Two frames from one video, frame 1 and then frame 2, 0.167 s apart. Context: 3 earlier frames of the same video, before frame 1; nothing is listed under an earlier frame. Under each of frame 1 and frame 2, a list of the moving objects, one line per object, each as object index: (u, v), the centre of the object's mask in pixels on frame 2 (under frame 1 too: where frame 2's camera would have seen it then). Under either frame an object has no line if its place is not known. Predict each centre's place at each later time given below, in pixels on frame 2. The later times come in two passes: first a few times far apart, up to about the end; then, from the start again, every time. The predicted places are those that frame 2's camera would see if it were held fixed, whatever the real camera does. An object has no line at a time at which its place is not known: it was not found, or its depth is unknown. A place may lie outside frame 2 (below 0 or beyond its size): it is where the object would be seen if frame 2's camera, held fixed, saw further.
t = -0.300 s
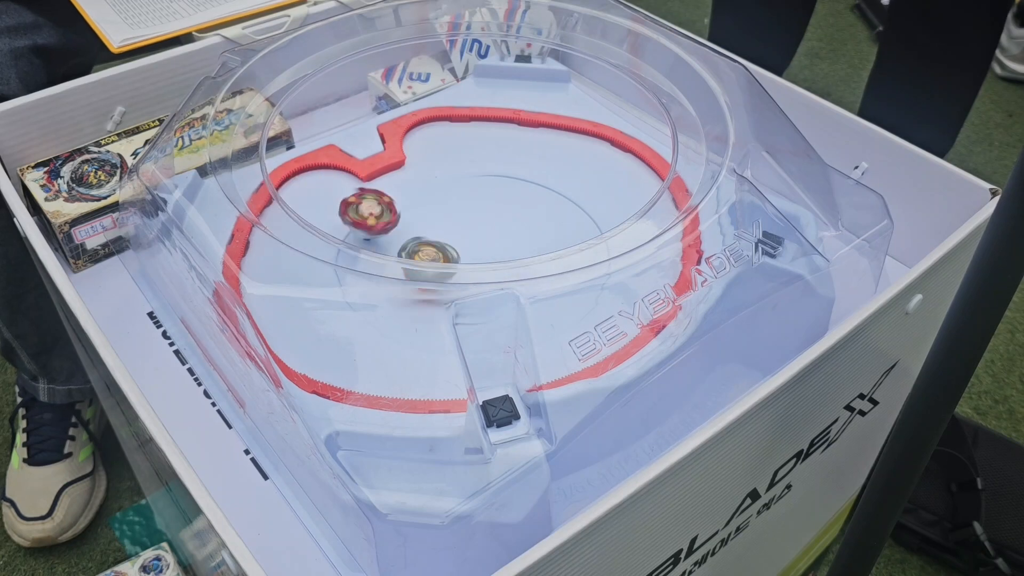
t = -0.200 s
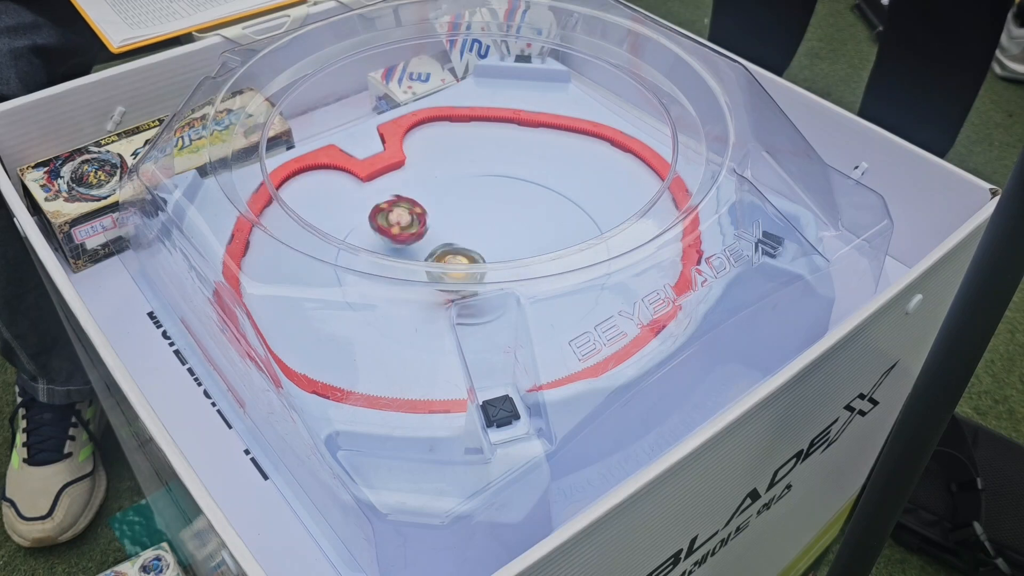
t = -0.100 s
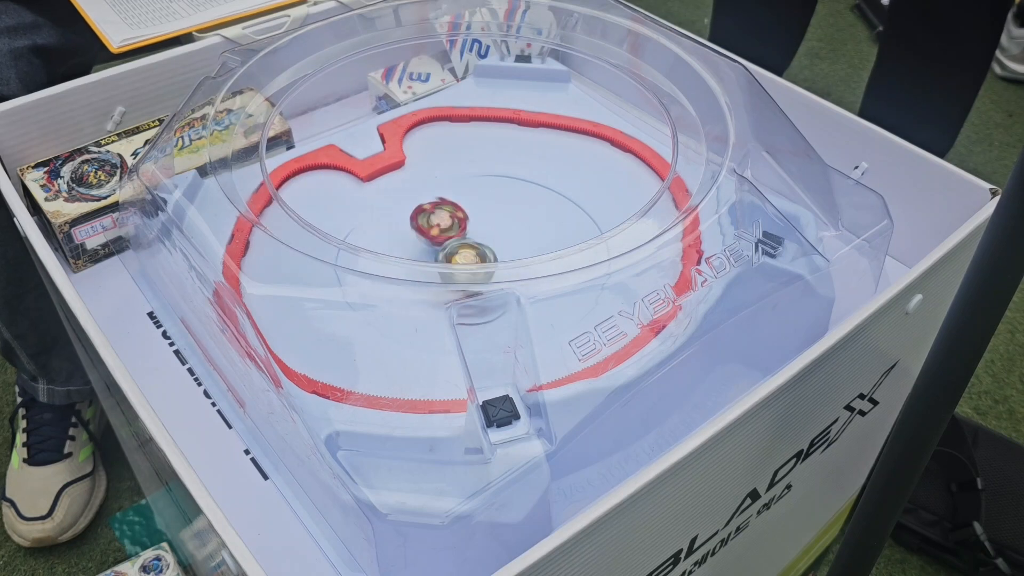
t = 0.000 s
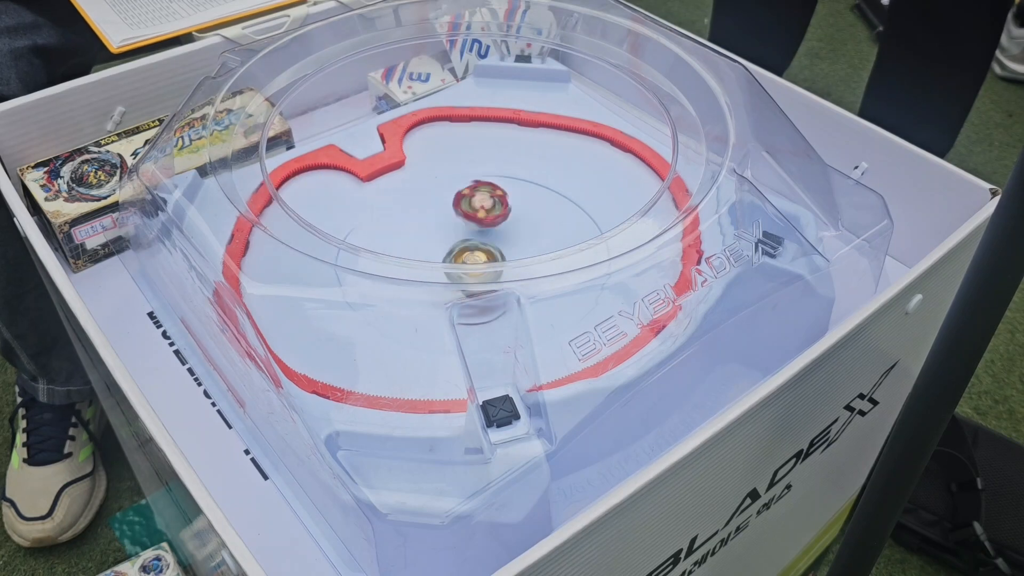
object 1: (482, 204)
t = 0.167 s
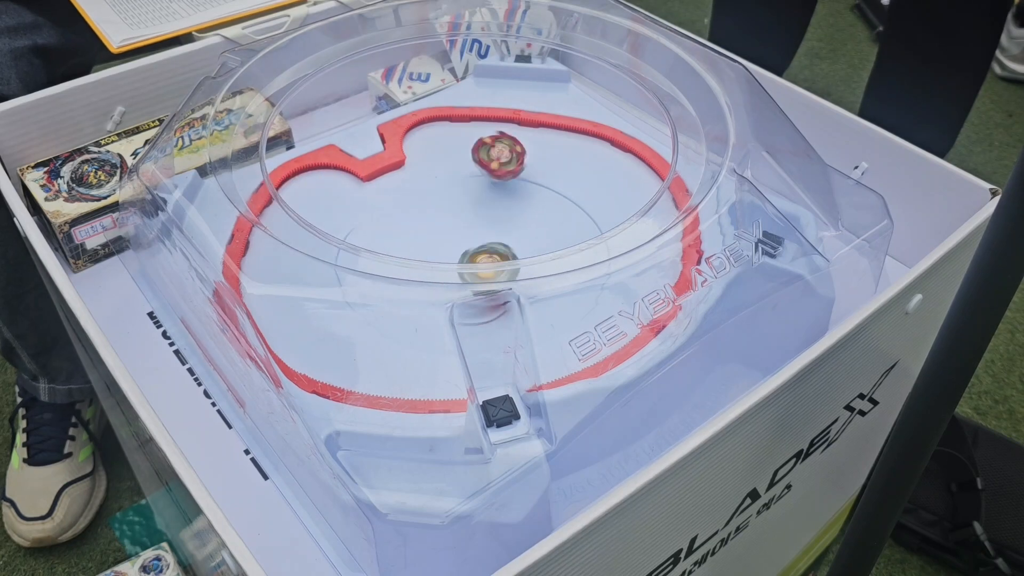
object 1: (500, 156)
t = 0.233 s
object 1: (491, 164)
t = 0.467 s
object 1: (484, 201)
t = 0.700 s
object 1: (512, 200)
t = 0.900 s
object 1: (506, 216)
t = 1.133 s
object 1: (507, 249)
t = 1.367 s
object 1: (550, 191)
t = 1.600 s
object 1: (449, 195)
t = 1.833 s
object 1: (413, 269)
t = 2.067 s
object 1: (498, 309)
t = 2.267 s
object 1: (536, 242)
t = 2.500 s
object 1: (461, 191)
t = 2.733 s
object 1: (505, 133)
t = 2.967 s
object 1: (570, 113)
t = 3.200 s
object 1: (589, 157)
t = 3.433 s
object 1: (600, 214)
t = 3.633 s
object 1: (539, 254)
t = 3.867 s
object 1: (453, 307)
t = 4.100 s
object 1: (456, 321)
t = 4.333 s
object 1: (436, 262)
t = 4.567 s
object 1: (441, 214)
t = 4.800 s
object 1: (482, 174)
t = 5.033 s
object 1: (526, 168)
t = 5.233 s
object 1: (533, 205)
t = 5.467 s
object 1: (518, 250)
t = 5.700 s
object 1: (472, 305)
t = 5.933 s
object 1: (422, 302)
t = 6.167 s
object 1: (408, 246)
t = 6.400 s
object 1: (412, 203)
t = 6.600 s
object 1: (429, 182)
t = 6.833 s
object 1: (481, 203)
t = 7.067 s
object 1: (538, 228)
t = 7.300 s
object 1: (550, 238)
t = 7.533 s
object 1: (486, 252)
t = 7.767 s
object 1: (418, 261)
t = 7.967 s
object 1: (397, 268)
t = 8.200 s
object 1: (439, 238)
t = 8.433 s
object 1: (478, 201)
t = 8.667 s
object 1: (488, 189)
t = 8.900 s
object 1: (494, 233)
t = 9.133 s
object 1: (495, 257)
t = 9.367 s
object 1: (475, 305)
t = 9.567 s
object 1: (437, 287)
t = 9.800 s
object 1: (411, 250)
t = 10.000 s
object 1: (423, 231)
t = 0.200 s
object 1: (495, 160)
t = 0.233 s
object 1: (491, 164)
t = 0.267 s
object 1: (487, 168)
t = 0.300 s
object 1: (484, 172)
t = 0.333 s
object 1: (481, 176)
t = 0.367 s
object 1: (480, 182)
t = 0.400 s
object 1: (480, 188)
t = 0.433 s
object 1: (481, 195)
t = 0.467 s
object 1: (484, 201)
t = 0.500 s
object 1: (487, 208)
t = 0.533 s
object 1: (493, 209)
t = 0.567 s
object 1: (498, 205)
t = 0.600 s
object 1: (503, 202)
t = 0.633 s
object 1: (507, 202)
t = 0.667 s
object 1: (510, 200)
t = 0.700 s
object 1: (512, 200)
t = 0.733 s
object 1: (513, 200)
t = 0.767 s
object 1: (513, 201)
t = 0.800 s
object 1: (511, 204)
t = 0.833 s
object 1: (510, 207)
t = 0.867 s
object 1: (508, 211)
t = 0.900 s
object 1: (506, 216)
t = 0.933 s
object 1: (505, 222)
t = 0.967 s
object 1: (504, 227)
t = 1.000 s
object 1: (503, 233)
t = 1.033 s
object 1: (503, 240)
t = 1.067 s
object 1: (504, 244)
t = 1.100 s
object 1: (506, 247)
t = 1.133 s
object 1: (507, 249)
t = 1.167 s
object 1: (508, 251)
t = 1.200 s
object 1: (529, 243)
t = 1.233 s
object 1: (544, 234)
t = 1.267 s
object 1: (554, 224)
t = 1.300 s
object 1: (557, 212)
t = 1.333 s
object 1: (556, 201)
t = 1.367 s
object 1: (550, 191)
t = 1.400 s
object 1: (540, 183)
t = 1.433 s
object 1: (527, 178)
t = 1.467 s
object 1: (511, 177)
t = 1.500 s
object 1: (495, 177)
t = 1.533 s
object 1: (478, 182)
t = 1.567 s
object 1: (463, 188)
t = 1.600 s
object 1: (449, 195)
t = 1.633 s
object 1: (437, 205)
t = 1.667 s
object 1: (427, 217)
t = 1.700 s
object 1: (419, 227)
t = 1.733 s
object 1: (414, 238)
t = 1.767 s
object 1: (413, 245)
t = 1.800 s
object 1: (411, 259)
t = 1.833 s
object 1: (413, 269)
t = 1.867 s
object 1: (415, 287)
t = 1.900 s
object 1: (425, 291)
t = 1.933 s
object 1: (436, 303)
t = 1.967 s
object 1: (450, 308)
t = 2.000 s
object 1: (466, 309)
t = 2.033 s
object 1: (483, 309)
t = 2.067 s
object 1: (498, 309)
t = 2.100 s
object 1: (517, 303)
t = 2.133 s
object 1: (529, 294)
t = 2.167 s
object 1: (536, 284)
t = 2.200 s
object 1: (544, 277)
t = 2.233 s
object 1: (542, 256)
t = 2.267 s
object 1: (536, 242)
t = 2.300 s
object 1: (531, 236)
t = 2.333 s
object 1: (523, 227)
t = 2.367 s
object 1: (512, 218)
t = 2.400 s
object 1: (501, 209)
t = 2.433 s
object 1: (488, 203)
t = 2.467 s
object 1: (475, 196)
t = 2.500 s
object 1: (461, 191)
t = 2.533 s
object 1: (450, 186)
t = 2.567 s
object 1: (463, 171)
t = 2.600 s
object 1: (475, 158)
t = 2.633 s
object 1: (484, 150)
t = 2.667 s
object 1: (492, 144)
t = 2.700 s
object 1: (498, 139)
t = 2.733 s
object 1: (505, 133)
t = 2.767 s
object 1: (513, 128)
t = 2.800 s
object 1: (521, 123)
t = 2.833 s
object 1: (529, 120)
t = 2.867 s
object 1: (539, 118)
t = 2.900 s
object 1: (550, 115)
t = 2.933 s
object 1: (561, 114)
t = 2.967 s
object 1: (570, 113)
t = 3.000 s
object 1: (571, 121)
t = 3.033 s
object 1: (573, 128)
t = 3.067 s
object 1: (575, 134)
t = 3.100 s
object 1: (577, 139)
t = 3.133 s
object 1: (580, 144)
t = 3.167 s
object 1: (584, 150)
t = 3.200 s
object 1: (589, 157)
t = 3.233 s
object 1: (594, 163)
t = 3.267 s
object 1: (598, 171)
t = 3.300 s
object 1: (601, 179)
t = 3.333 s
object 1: (603, 188)
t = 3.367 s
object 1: (605, 197)
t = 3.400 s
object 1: (604, 206)
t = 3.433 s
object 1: (600, 214)
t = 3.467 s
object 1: (592, 223)
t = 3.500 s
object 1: (581, 230)
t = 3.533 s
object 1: (570, 237)
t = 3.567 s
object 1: (559, 244)
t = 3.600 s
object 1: (548, 250)
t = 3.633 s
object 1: (539, 254)
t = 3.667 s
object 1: (510, 298)
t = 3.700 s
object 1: (501, 299)
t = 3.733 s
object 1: (496, 293)
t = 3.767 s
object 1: (483, 301)
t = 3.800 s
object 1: (472, 305)
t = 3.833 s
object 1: (459, 305)
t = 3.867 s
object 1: (453, 307)
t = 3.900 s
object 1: (457, 318)
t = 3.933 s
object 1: (463, 321)
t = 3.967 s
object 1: (467, 324)
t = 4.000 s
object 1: (469, 325)
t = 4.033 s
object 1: (466, 323)
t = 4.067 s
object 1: (460, 322)
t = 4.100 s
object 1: (456, 321)
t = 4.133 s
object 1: (455, 317)
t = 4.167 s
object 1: (454, 312)
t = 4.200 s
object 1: (453, 308)
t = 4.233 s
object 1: (447, 299)
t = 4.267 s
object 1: (441, 289)
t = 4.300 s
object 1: (442, 286)
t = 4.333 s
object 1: (436, 262)
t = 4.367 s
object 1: (434, 257)
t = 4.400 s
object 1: (433, 247)
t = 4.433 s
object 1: (434, 242)
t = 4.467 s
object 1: (434, 237)
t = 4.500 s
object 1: (436, 229)
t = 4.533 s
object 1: (438, 221)
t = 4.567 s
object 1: (441, 214)
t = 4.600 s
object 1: (445, 206)
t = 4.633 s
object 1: (450, 200)
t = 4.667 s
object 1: (455, 193)
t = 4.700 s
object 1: (461, 188)
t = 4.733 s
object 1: (468, 183)
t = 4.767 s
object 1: (475, 178)
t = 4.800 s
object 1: (482, 174)
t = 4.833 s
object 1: (489, 171)
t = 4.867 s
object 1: (496, 168)
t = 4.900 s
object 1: (503, 166)
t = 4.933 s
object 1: (510, 165)
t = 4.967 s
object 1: (517, 165)
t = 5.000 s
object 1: (522, 166)
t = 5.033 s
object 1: (526, 168)
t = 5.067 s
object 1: (530, 172)
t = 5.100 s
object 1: (532, 176)
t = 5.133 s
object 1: (532, 182)
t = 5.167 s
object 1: (532, 189)
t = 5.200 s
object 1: (533, 197)
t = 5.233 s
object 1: (533, 205)
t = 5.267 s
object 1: (533, 214)
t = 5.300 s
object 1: (532, 222)
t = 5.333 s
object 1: (531, 230)
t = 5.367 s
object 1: (529, 238)
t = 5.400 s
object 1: (526, 242)
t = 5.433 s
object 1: (522, 247)
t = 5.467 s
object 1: (518, 250)
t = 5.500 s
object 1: (513, 254)
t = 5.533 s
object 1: (510, 257)
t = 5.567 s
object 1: (498, 260)
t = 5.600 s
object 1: (494, 291)
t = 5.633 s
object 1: (485, 298)
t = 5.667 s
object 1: (478, 300)
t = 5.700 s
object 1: (472, 305)
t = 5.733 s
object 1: (462, 305)
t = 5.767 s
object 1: (454, 305)
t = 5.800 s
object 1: (445, 307)
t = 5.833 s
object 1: (437, 306)
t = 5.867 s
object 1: (431, 305)
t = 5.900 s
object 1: (428, 304)
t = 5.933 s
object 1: (422, 302)
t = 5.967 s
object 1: (420, 292)
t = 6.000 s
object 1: (416, 288)
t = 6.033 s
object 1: (414, 285)
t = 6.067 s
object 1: (411, 278)
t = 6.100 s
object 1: (411, 260)
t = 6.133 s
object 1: (408, 257)
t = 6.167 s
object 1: (408, 246)
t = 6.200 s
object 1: (406, 241)
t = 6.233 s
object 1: (406, 237)
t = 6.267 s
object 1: (406, 230)
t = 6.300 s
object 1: (406, 224)
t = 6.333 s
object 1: (408, 216)
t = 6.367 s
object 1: (410, 210)
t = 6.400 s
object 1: (412, 203)
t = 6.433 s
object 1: (414, 197)
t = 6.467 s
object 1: (417, 191)
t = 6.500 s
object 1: (420, 187)
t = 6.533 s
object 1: (423, 183)
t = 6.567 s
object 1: (426, 182)
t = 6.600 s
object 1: (429, 182)
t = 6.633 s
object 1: (434, 183)
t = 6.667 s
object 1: (439, 185)
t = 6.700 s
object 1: (446, 188)
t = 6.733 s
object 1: (454, 192)
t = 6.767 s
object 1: (463, 196)
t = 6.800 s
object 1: (472, 199)
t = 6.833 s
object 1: (481, 203)
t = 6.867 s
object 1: (490, 207)
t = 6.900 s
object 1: (499, 210)
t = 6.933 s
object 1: (507, 214)
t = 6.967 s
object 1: (516, 218)
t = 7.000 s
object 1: (523, 221)
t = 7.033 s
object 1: (531, 225)
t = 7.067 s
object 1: (538, 228)
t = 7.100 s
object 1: (545, 230)
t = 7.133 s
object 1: (550, 233)
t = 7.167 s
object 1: (554, 233)
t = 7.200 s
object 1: (556, 234)
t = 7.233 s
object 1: (556, 234)
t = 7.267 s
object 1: (554, 236)
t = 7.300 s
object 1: (550, 238)
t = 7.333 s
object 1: (544, 240)
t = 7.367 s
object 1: (537, 242)
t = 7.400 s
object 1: (527, 244)
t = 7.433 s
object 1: (517, 247)
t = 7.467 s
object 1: (507, 249)
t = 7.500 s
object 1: (497, 251)
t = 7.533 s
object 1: (486, 252)
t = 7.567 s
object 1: (477, 254)
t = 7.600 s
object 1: (466, 254)
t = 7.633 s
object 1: (456, 256)
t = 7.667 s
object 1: (447, 255)
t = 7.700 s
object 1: (436, 256)
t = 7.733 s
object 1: (425, 261)
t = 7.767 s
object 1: (418, 261)
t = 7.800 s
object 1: (407, 268)
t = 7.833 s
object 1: (399, 267)
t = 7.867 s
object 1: (395, 267)
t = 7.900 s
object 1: (393, 269)
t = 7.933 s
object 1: (394, 268)
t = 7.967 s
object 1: (397, 268)
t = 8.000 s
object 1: (402, 258)
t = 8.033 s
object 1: (408, 260)
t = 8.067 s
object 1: (414, 257)
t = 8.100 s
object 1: (422, 248)
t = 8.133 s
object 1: (427, 245)
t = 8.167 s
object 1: (433, 242)
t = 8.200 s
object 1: (439, 238)
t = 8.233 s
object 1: (445, 232)
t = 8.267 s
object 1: (450, 227)
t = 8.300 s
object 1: (456, 222)
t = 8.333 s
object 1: (461, 216)
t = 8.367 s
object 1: (467, 211)
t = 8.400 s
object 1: (473, 206)
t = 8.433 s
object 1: (478, 201)
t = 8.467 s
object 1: (482, 196)
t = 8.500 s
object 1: (485, 192)
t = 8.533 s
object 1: (488, 188)
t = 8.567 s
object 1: (488, 187)
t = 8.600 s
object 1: (489, 186)
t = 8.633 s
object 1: (488, 187)
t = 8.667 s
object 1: (488, 189)
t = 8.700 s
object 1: (487, 193)
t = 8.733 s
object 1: (487, 199)
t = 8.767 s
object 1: (487, 204)
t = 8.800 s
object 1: (487, 212)
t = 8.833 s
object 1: (489, 219)
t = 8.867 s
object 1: (491, 225)
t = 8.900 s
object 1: (494, 233)
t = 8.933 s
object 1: (496, 238)
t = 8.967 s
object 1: (498, 243)
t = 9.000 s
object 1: (499, 246)
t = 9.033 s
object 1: (499, 249)
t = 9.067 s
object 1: (499, 252)
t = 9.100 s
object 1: (498, 254)
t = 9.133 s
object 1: (495, 257)
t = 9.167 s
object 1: (491, 259)
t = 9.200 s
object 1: (488, 289)
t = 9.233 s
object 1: (484, 296)
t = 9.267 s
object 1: (480, 298)
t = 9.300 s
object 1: (479, 300)
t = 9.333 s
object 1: (476, 301)
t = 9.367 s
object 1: (475, 305)
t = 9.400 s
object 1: (475, 300)
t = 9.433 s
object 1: (472, 299)
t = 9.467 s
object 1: (473, 298)
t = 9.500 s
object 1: (456, 284)
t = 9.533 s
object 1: (447, 283)
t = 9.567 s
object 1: (437, 287)
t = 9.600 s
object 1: (429, 285)
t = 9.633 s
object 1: (425, 271)
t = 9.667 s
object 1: (422, 270)
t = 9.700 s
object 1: (420, 261)
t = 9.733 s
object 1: (421, 259)
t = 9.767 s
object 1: (416, 256)
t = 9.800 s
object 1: (411, 250)
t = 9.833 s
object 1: (409, 239)
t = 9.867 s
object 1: (406, 237)
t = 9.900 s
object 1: (406, 233)
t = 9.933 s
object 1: (410, 230)
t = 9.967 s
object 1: (415, 229)
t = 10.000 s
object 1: (423, 231)
